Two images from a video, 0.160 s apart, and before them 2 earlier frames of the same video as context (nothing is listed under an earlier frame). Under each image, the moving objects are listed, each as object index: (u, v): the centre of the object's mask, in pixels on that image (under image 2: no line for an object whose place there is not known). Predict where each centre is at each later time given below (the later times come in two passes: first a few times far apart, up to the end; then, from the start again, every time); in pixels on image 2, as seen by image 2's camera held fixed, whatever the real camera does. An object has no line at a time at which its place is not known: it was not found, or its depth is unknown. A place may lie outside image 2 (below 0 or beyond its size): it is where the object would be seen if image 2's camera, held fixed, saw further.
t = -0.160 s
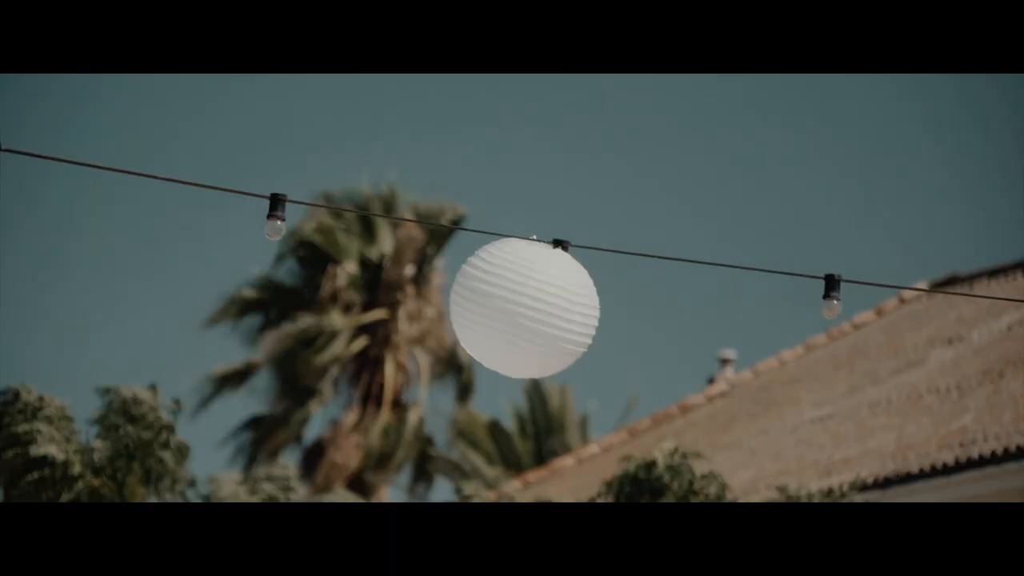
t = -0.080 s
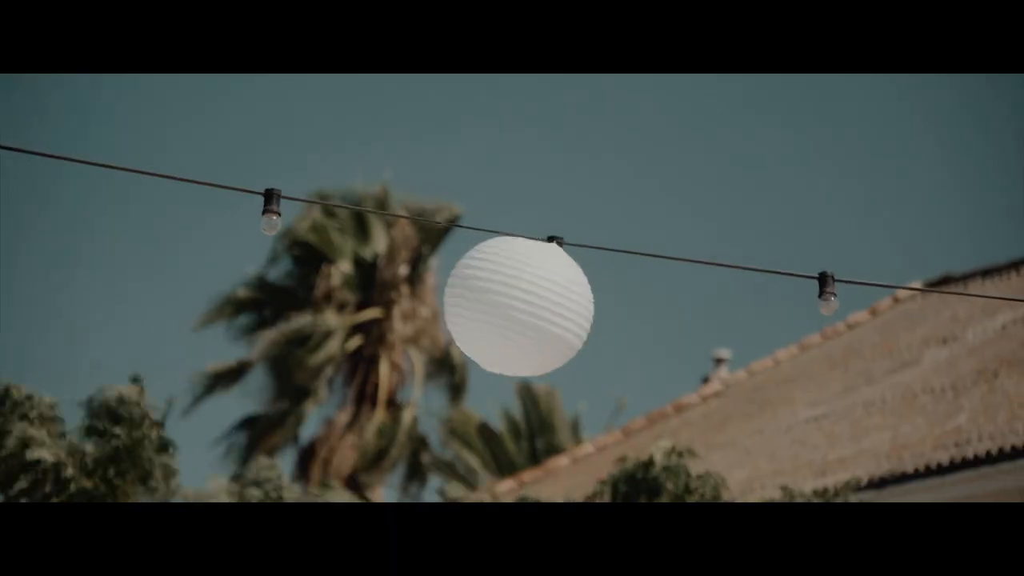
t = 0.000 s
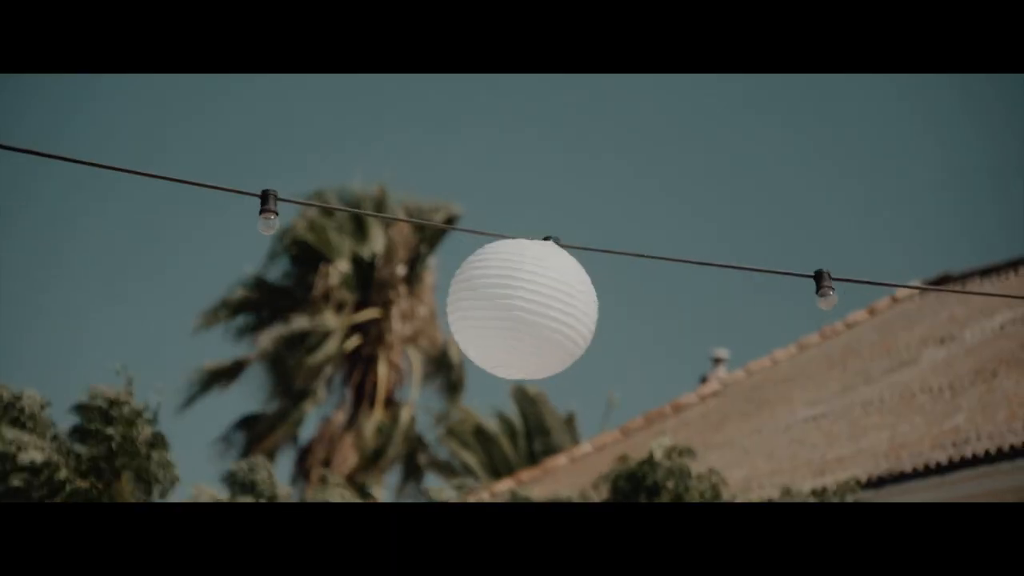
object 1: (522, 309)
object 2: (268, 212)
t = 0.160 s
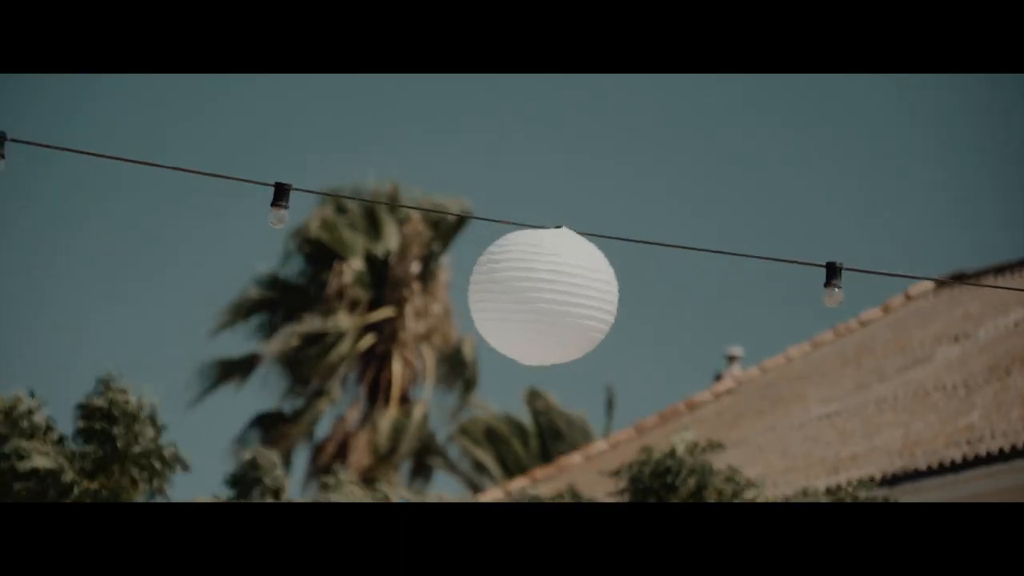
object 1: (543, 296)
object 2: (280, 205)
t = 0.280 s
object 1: (533, 298)
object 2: (281, 201)
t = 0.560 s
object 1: (519, 305)
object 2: (273, 214)
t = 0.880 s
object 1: (509, 305)
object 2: (272, 219)
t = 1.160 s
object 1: (548, 305)
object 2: (280, 209)
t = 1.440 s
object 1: (524, 282)
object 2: (286, 195)
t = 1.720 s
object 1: (525, 284)
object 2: (283, 210)
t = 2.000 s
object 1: (525, 310)
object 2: (285, 217)
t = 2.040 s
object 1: (531, 315)
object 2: (286, 218)
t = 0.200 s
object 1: (541, 294)
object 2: (280, 203)
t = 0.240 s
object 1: (538, 296)
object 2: (280, 200)
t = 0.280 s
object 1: (533, 298)
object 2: (281, 201)
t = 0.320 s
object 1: (530, 300)
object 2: (281, 202)
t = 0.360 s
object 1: (527, 302)
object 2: (281, 205)
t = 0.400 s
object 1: (526, 303)
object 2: (281, 207)
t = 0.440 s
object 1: (525, 302)
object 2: (280, 209)
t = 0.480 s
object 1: (523, 303)
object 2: (278, 210)
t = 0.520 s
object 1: (521, 305)
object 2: (275, 212)
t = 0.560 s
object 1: (519, 305)
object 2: (273, 214)
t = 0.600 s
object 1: (518, 305)
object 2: (272, 215)
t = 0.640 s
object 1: (517, 304)
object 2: (272, 216)
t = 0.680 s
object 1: (515, 304)
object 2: (272, 216)
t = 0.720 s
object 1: (512, 305)
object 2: (272, 219)
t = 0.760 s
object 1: (509, 306)
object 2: (271, 219)
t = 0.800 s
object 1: (508, 306)
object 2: (271, 218)
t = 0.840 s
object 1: (509, 305)
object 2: (271, 219)
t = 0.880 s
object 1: (509, 305)
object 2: (272, 219)
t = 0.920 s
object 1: (514, 307)
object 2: (274, 217)
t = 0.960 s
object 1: (519, 308)
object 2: (275, 215)
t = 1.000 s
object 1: (525, 309)
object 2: (275, 214)
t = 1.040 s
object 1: (531, 309)
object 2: (276, 213)
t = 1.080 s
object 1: (538, 308)
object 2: (276, 213)
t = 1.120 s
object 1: (544, 306)
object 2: (278, 211)
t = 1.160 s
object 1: (548, 305)
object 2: (280, 209)
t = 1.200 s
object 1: (550, 302)
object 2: (282, 208)
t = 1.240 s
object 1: (550, 300)
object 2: (285, 205)
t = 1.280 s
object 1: (547, 296)
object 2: (287, 199)
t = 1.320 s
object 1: (543, 290)
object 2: (288, 193)
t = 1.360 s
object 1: (537, 285)
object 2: (288, 190)
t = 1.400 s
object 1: (530, 283)
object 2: (287, 191)
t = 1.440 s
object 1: (524, 282)
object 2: (286, 195)
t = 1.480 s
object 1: (519, 284)
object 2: (284, 199)
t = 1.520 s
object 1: (516, 285)
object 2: (284, 202)
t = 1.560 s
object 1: (515, 286)
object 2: (283, 206)
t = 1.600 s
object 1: (517, 286)
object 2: (284, 209)
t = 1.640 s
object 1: (519, 285)
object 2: (284, 210)
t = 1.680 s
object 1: (523, 284)
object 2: (284, 211)
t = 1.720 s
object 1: (525, 284)
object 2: (283, 210)
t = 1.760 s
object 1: (526, 285)
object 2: (283, 210)
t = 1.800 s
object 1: (527, 288)
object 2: (283, 212)
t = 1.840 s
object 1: (525, 292)
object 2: (282, 215)
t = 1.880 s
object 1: (522, 296)
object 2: (283, 217)
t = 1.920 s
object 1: (520, 300)
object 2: (283, 218)
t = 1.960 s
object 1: (521, 304)
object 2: (284, 218)
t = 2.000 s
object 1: (525, 310)
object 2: (285, 217)
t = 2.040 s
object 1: (531, 315)
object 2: (286, 218)
